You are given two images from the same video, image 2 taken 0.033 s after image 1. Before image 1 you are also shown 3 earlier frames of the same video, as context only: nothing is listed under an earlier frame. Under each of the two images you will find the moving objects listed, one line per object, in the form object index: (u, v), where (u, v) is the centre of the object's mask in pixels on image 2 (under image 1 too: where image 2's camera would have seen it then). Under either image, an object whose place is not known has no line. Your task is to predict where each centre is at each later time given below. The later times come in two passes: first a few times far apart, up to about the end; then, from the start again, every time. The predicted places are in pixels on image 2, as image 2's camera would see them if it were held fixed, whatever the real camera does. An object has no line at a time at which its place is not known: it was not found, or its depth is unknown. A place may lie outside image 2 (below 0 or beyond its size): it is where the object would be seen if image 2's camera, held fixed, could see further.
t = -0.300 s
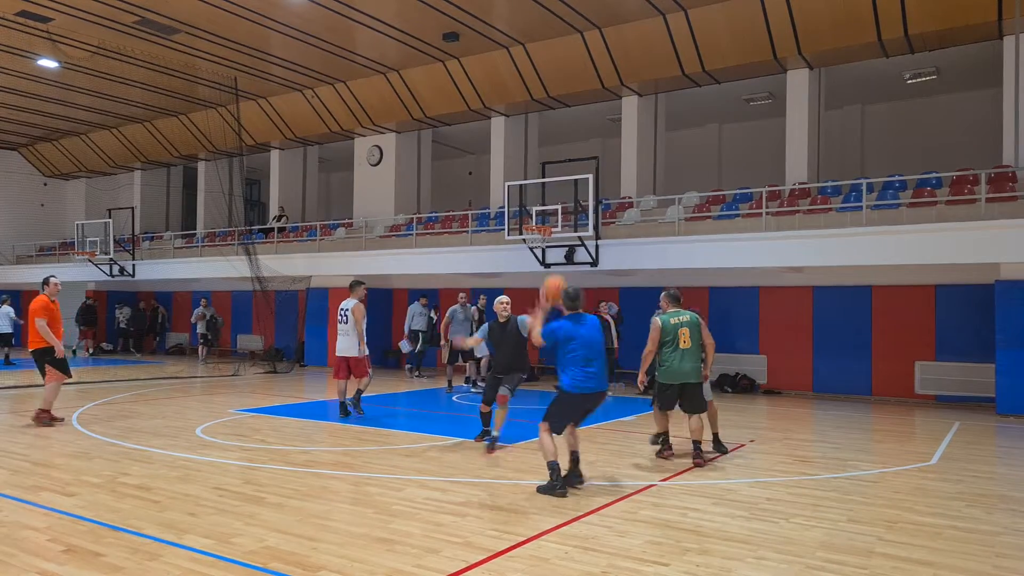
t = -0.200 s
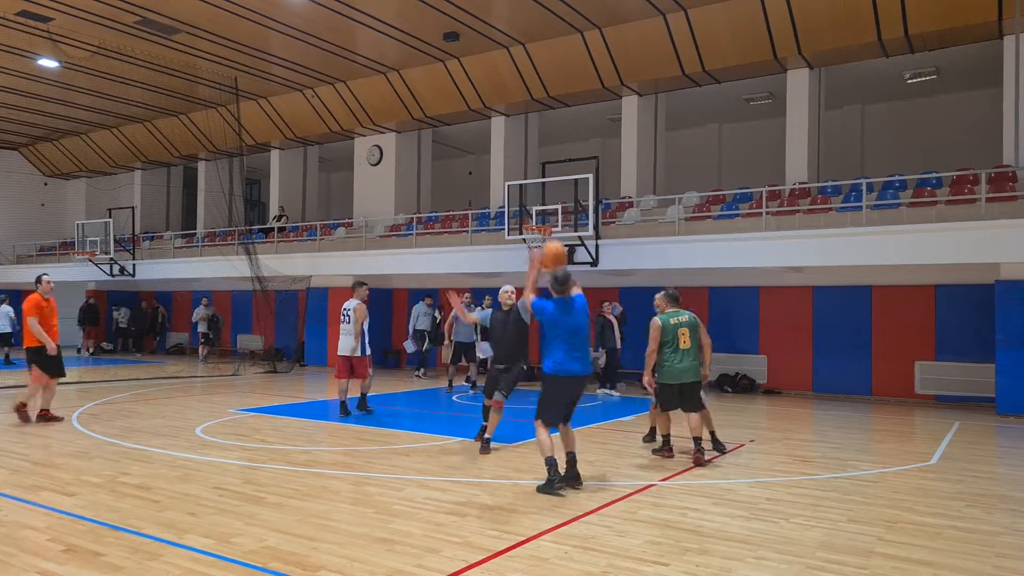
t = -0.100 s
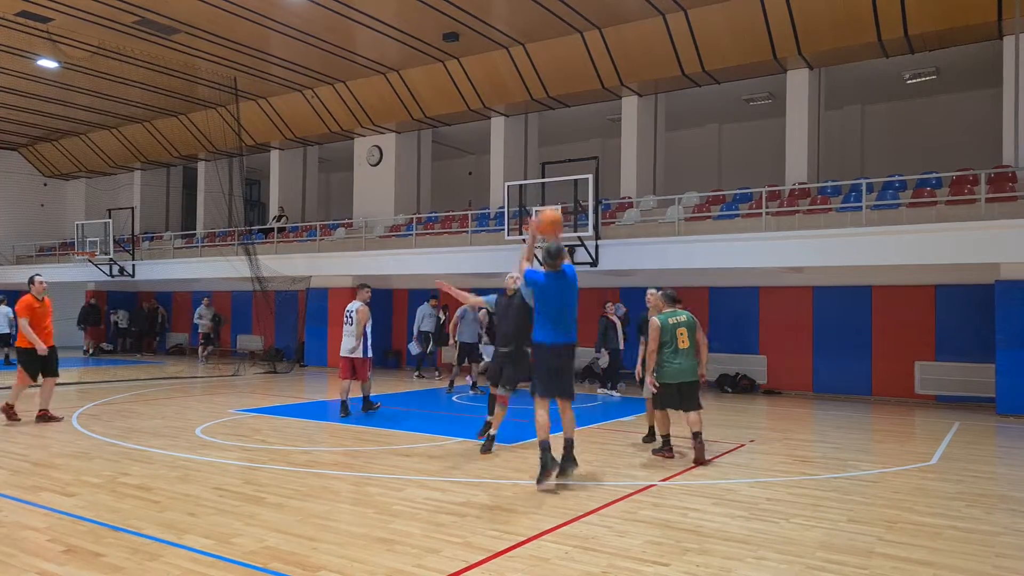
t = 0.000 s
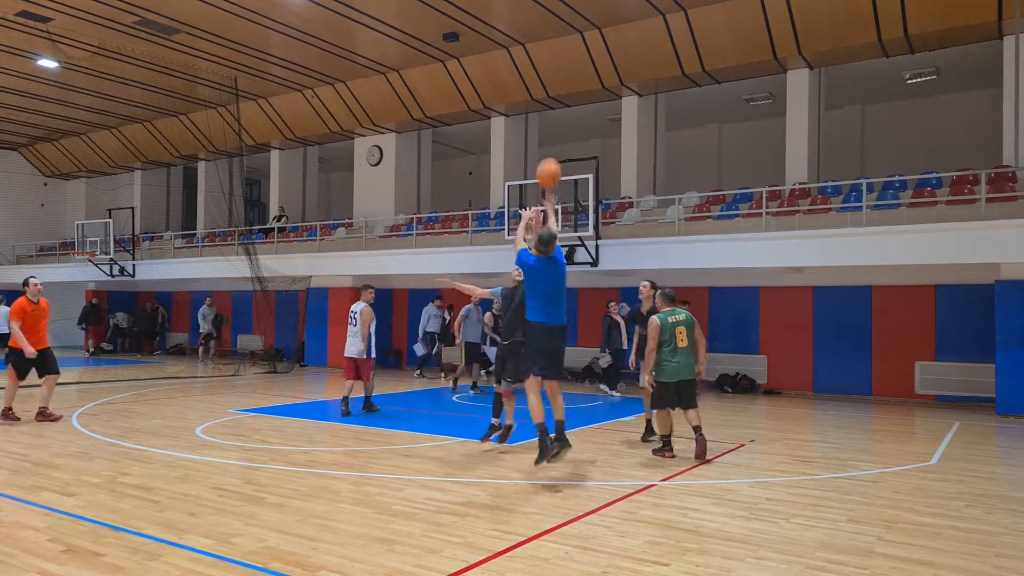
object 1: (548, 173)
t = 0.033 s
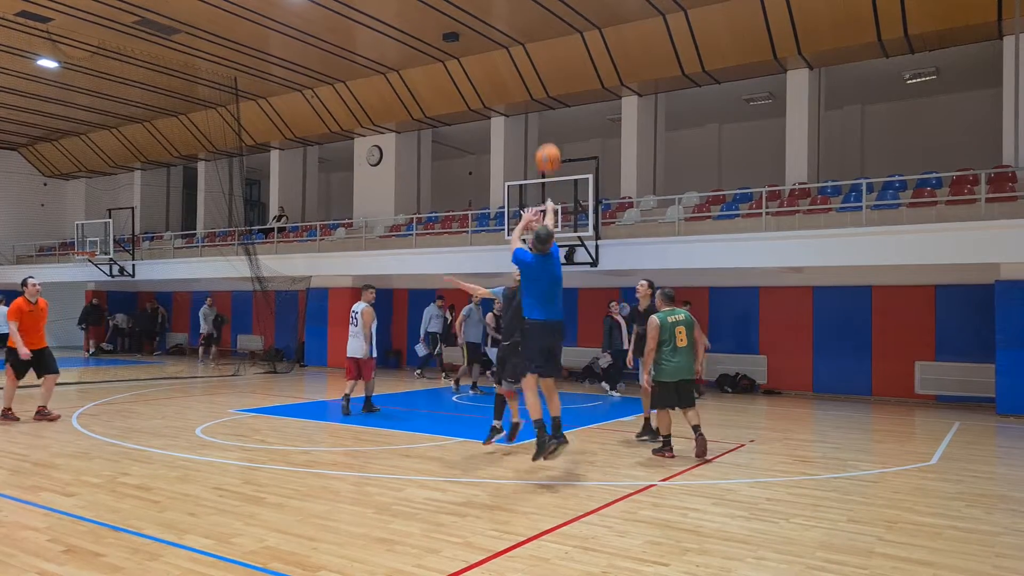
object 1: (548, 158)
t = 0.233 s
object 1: (546, 102)
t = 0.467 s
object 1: (543, 91)
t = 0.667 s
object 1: (541, 113)
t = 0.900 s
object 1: (538, 163)
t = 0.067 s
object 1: (547, 145)
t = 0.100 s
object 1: (547, 133)
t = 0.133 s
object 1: (547, 123)
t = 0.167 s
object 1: (547, 115)
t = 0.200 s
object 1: (546, 108)
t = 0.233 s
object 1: (546, 102)
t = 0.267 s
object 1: (545, 98)
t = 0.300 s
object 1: (545, 94)
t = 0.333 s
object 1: (545, 92)
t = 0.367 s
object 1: (544, 91)
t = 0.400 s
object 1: (544, 90)
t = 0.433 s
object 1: (543, 91)
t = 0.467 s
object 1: (543, 91)
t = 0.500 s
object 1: (543, 93)
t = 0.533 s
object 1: (543, 96)
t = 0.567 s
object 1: (542, 100)
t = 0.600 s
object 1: (541, 103)
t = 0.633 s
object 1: (541, 108)
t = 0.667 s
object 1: (541, 113)
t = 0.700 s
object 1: (540, 119)
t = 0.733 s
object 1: (540, 126)
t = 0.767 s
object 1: (539, 132)
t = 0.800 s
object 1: (539, 140)
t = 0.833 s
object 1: (539, 146)
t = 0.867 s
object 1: (538, 155)
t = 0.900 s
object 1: (538, 163)
